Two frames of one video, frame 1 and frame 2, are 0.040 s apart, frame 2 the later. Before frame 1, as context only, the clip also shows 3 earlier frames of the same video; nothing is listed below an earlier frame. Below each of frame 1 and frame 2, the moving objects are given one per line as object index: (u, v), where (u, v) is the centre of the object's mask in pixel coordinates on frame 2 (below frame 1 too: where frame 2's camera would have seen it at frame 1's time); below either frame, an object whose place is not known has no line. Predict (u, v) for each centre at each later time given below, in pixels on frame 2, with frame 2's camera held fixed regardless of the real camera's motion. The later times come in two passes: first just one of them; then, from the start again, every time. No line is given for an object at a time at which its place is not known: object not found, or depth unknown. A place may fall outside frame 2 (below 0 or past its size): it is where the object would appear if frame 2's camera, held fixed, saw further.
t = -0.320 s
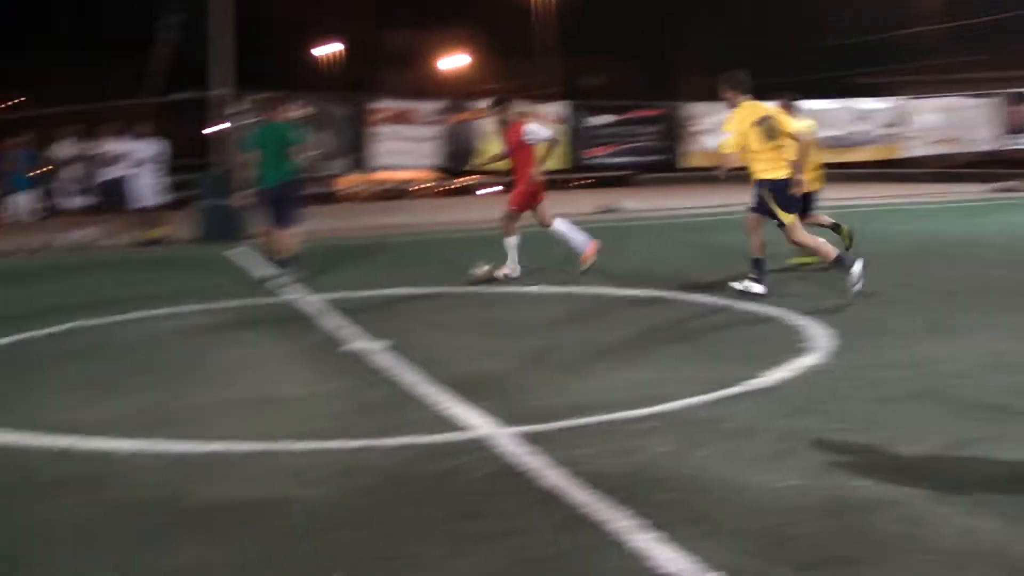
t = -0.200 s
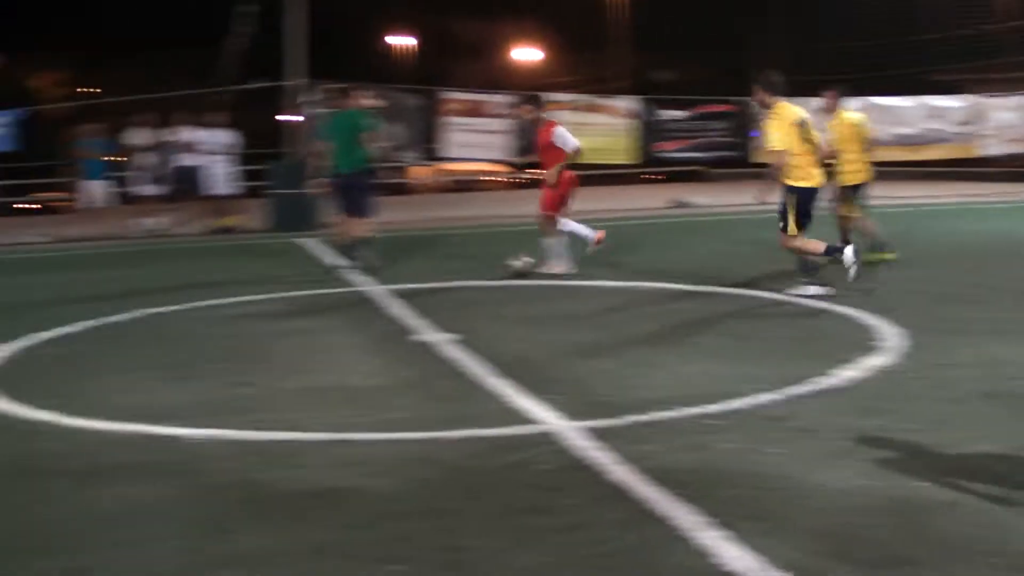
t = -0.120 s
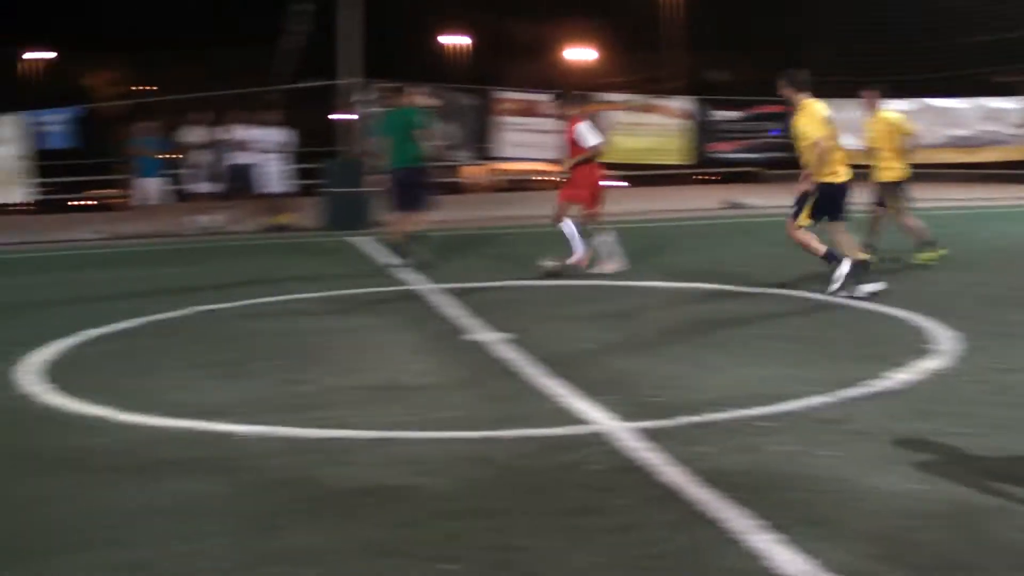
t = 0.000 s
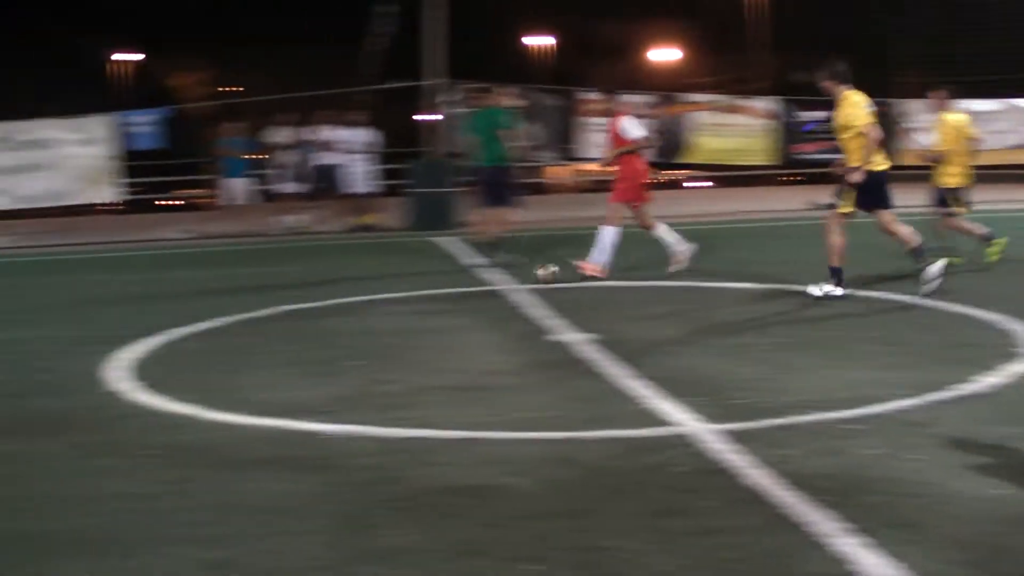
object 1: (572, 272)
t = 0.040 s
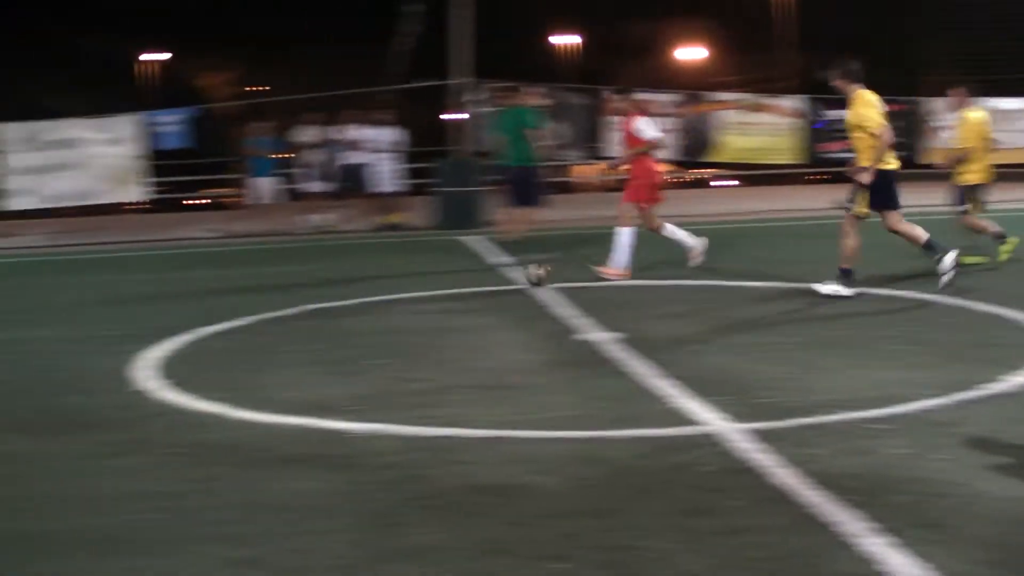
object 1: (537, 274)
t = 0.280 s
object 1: (324, 298)
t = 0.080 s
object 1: (503, 277)
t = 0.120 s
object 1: (469, 281)
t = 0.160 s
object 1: (433, 286)
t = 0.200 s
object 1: (396, 292)
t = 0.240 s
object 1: (360, 293)
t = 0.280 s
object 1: (324, 298)
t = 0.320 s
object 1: (289, 303)
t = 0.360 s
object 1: (253, 305)
